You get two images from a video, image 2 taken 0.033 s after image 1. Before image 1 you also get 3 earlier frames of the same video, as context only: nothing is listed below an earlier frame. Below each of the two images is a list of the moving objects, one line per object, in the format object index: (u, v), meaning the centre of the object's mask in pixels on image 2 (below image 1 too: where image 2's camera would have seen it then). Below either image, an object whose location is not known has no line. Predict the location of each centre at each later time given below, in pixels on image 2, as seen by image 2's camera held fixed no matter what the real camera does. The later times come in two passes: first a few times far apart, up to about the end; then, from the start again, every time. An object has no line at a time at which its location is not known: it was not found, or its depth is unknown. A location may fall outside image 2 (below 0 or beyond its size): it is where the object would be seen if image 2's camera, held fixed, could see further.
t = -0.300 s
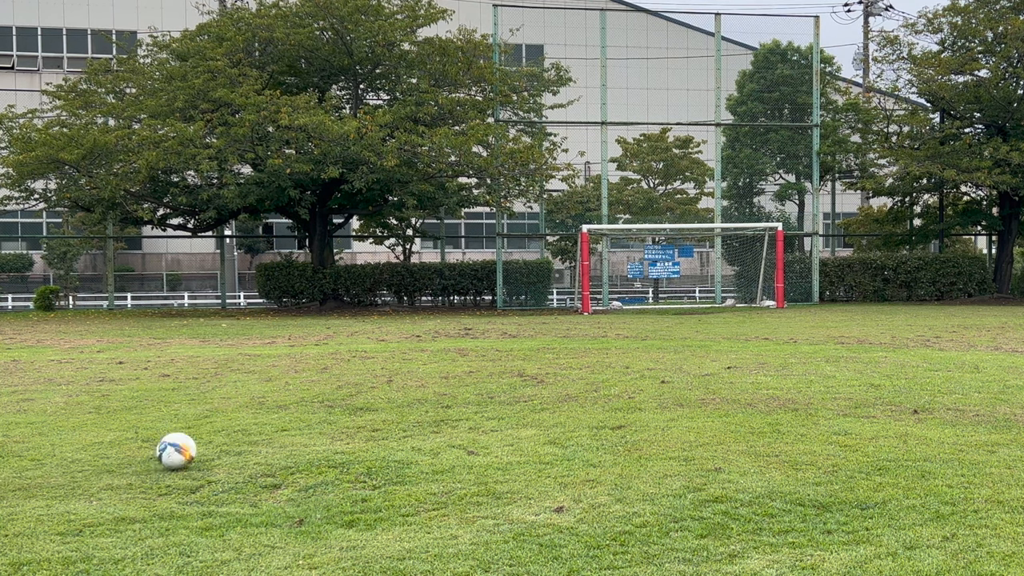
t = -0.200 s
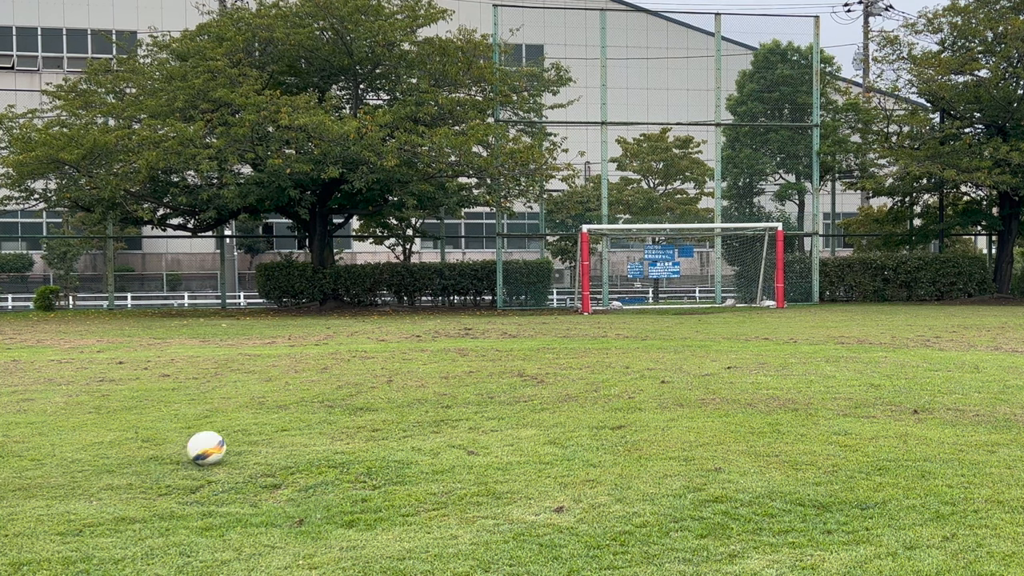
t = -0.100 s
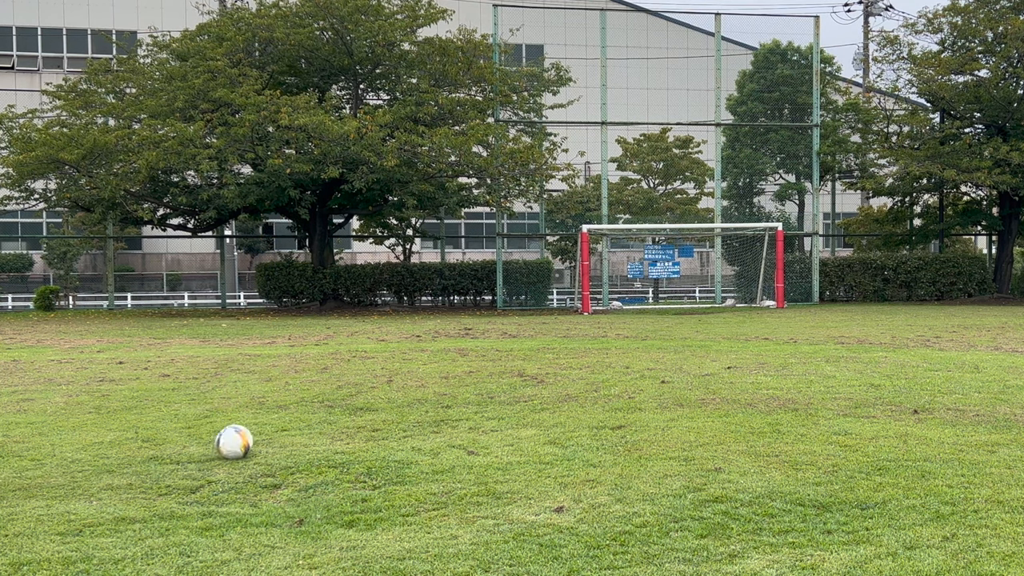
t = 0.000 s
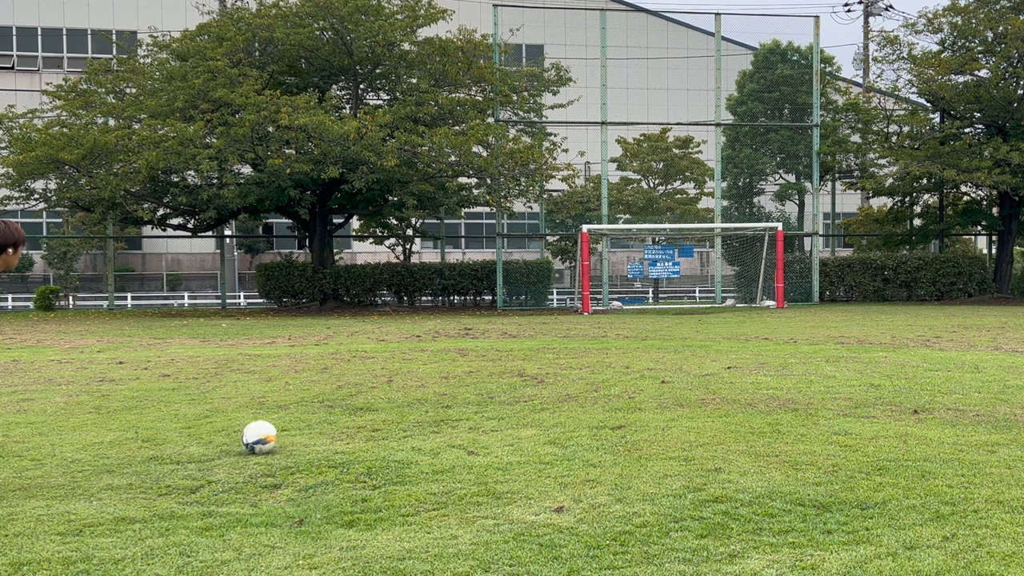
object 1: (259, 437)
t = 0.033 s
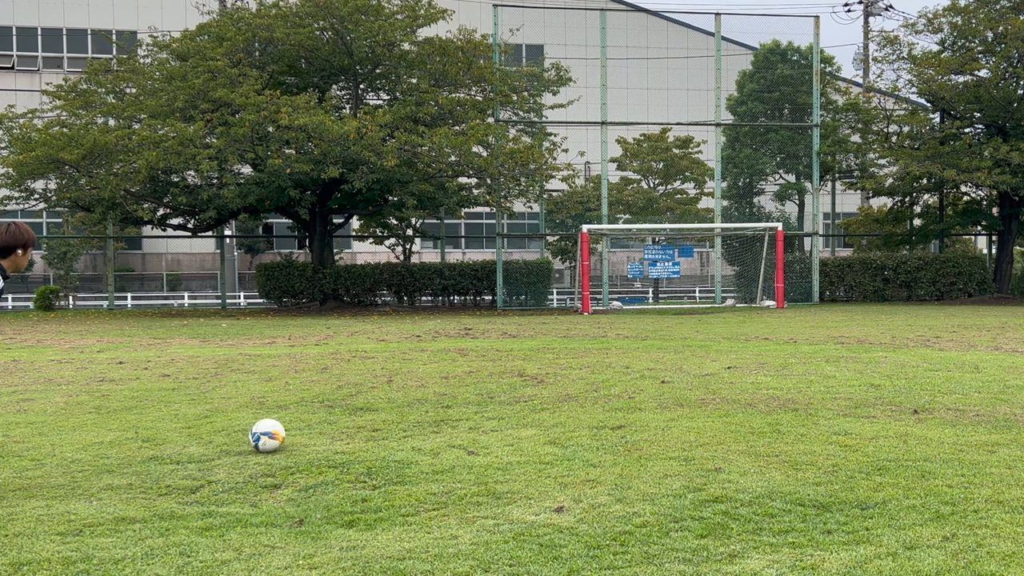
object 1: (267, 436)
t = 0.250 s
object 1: (313, 427)
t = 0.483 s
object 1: (353, 420)
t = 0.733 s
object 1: (392, 414)
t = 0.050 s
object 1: (270, 435)
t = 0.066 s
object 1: (274, 434)
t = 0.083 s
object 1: (278, 433)
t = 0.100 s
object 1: (281, 433)
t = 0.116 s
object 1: (285, 432)
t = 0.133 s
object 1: (289, 432)
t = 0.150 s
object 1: (292, 431)
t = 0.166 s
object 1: (296, 430)
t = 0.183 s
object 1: (299, 429)
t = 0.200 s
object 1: (302, 429)
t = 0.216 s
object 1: (306, 428)
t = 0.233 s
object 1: (309, 427)
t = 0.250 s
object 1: (313, 427)
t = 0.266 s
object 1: (316, 427)
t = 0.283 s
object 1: (319, 426)
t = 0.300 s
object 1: (322, 425)
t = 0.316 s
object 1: (325, 425)
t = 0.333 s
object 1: (328, 424)
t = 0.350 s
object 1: (331, 424)
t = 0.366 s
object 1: (334, 423)
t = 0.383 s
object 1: (337, 423)
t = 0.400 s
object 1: (340, 422)
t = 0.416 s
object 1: (343, 421)
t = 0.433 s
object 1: (346, 421)
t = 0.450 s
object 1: (348, 420)
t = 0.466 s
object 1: (351, 420)
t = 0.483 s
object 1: (353, 420)
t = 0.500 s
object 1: (356, 419)
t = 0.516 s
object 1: (359, 419)
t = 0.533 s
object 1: (361, 419)
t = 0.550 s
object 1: (364, 419)
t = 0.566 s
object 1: (367, 418)
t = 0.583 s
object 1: (369, 418)
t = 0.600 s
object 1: (372, 418)
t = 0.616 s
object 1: (375, 417)
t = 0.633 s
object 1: (377, 417)
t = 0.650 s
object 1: (380, 417)
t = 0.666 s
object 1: (382, 417)
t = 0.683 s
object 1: (385, 416)
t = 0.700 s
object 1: (387, 415)
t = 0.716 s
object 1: (390, 414)
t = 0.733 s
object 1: (392, 414)
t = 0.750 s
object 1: (394, 413)
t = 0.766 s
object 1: (397, 413)
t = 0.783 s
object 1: (399, 413)
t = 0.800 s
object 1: (401, 412)
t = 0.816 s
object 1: (403, 412)
